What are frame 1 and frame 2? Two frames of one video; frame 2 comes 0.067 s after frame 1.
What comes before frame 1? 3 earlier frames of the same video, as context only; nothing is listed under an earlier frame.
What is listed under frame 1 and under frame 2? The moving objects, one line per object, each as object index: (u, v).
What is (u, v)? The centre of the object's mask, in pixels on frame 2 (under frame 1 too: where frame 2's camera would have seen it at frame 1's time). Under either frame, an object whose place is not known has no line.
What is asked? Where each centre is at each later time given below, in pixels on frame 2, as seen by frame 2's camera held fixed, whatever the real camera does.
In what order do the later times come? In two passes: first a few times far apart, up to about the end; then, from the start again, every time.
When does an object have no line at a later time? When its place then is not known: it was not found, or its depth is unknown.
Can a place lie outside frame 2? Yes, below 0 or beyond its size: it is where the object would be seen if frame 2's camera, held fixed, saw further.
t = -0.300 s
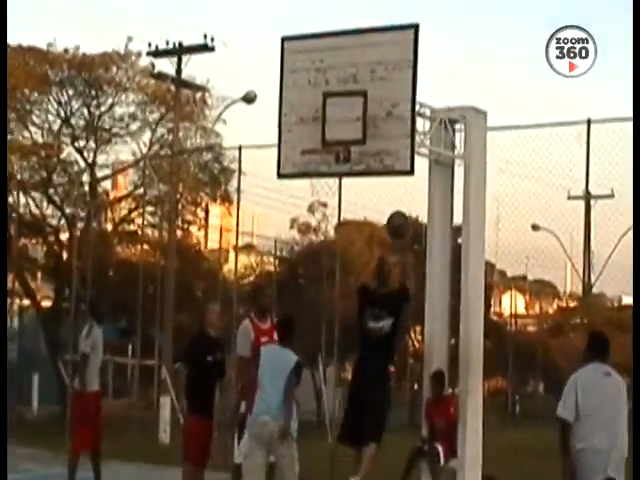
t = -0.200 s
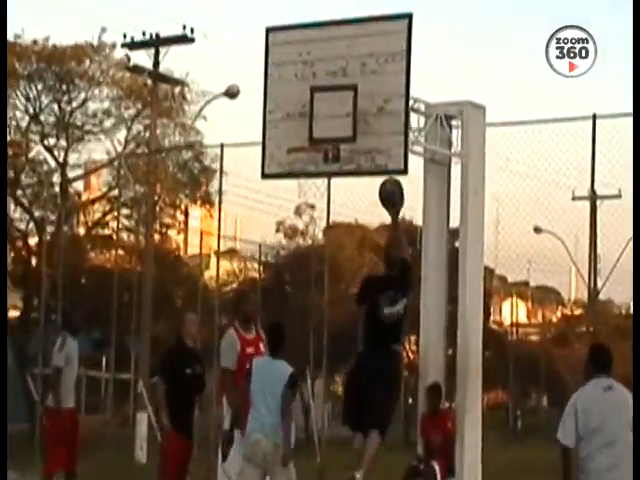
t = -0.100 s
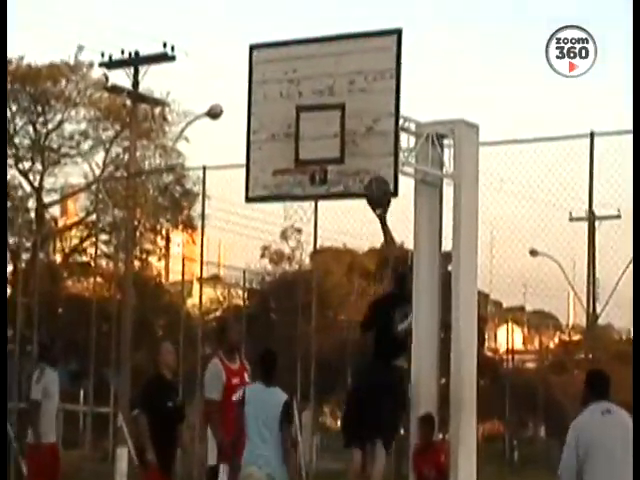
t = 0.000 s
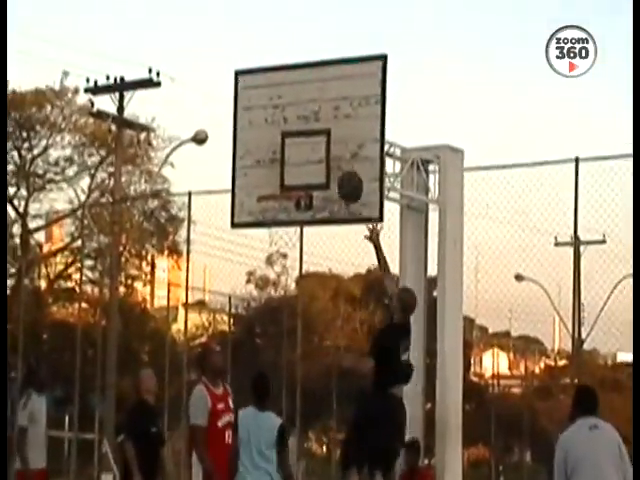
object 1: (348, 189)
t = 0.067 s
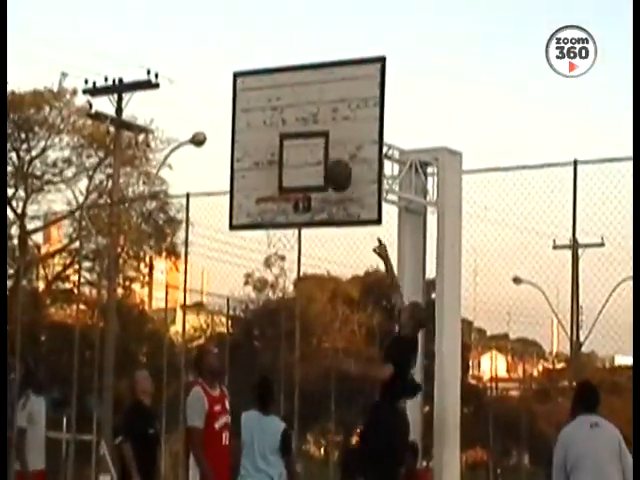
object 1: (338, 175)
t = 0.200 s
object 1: (322, 172)
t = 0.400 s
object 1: (291, 174)
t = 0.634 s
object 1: (272, 189)
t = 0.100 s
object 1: (334, 172)
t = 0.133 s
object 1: (330, 170)
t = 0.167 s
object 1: (326, 170)
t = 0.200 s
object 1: (322, 172)
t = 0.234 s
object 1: (317, 173)
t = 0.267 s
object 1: (311, 176)
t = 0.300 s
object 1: (304, 178)
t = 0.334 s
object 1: (299, 177)
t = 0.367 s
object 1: (295, 175)
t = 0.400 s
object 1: (291, 174)
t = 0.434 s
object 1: (287, 175)
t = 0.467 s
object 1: (283, 175)
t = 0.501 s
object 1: (279, 177)
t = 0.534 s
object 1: (275, 179)
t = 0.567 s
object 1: (269, 185)
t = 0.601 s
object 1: (268, 190)
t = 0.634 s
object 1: (272, 189)
